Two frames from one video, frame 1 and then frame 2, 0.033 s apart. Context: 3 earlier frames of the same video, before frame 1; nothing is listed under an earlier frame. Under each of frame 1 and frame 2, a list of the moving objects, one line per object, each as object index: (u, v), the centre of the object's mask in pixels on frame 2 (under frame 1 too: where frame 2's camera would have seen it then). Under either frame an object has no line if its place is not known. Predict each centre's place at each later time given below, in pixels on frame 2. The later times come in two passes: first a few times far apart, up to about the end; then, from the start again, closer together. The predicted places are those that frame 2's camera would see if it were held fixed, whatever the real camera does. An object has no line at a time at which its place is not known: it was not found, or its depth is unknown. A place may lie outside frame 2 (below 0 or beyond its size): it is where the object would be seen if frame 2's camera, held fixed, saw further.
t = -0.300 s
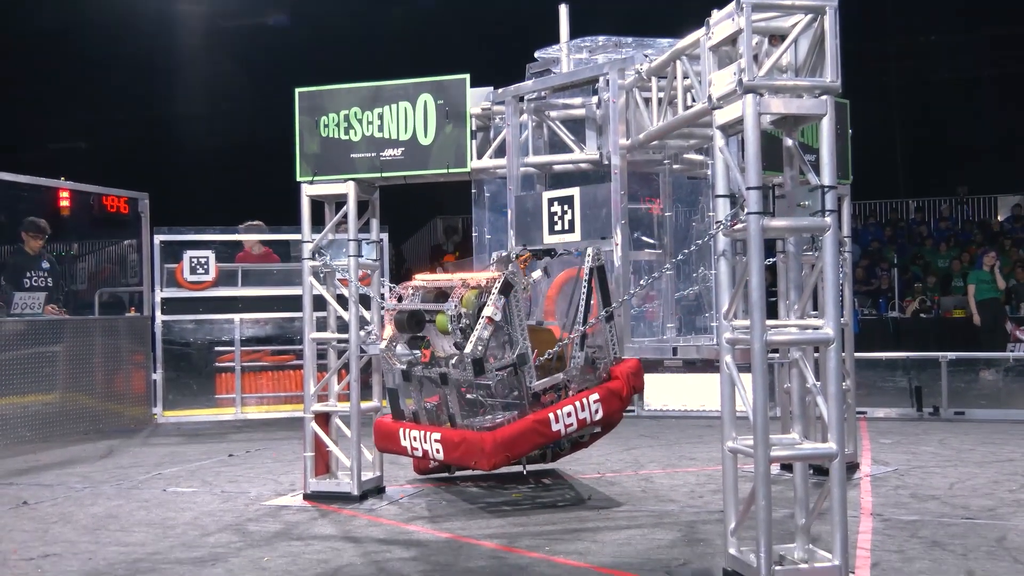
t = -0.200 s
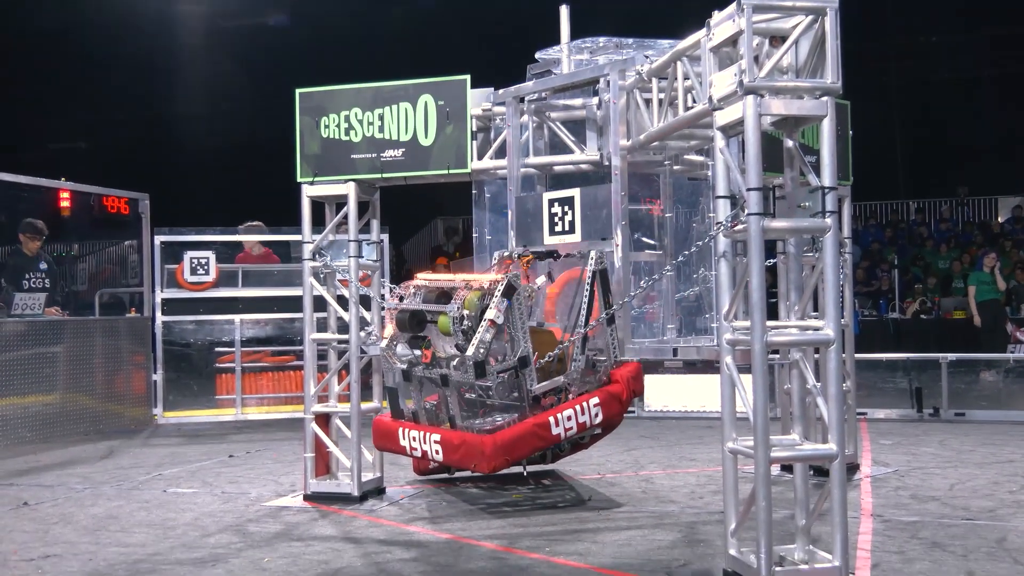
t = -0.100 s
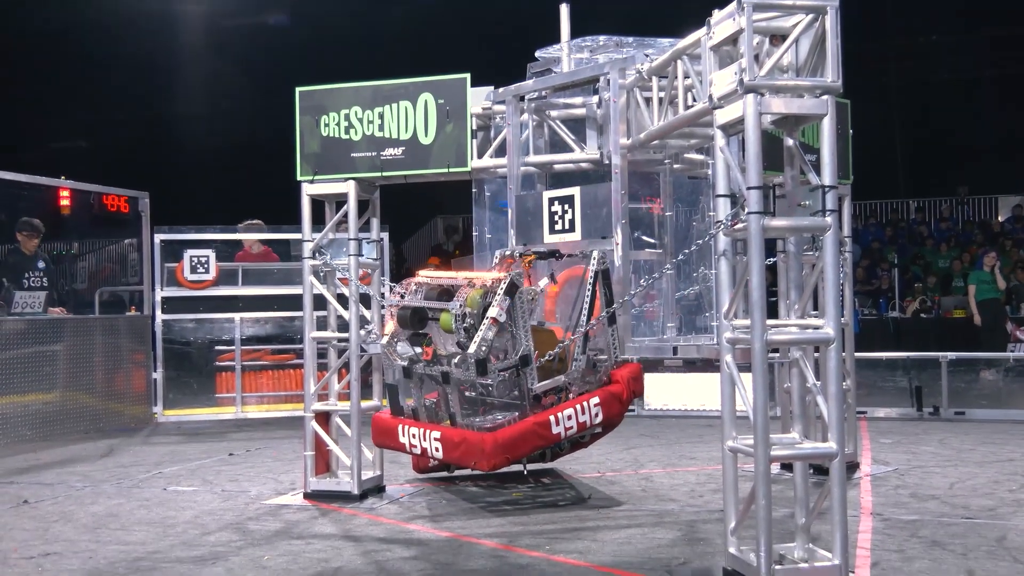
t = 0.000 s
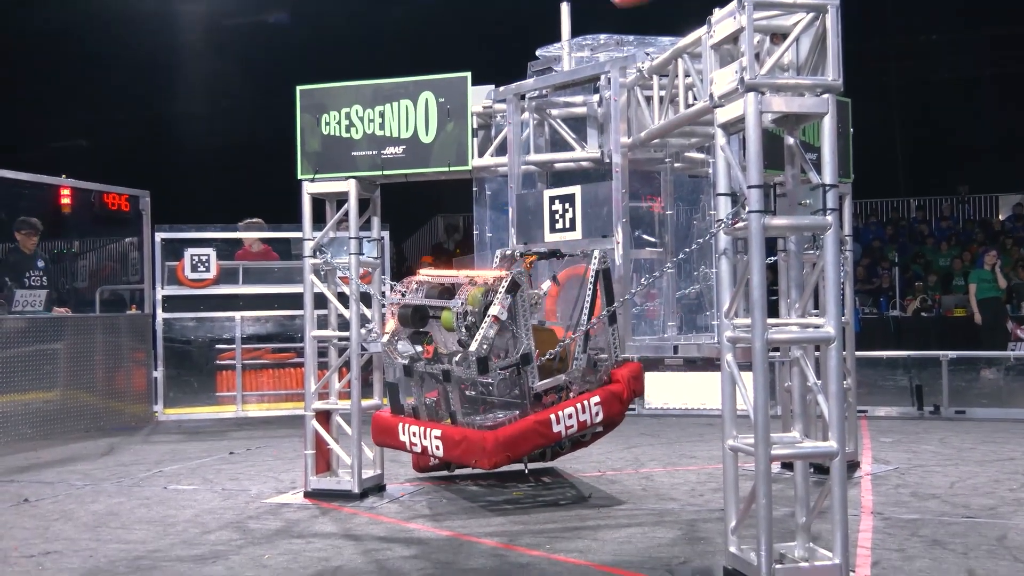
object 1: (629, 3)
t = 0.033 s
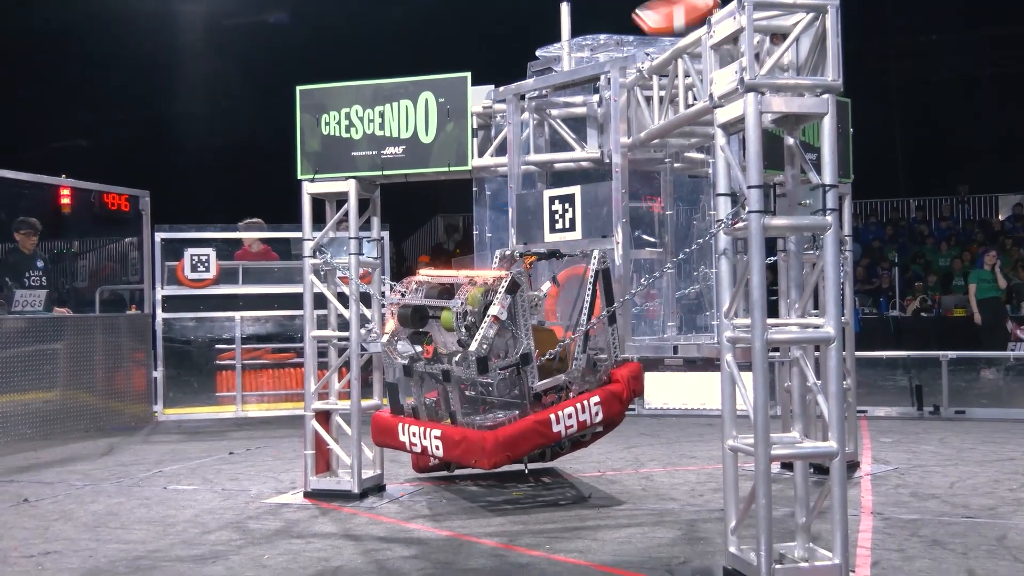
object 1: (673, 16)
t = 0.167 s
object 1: (709, 7)
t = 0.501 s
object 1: (855, 135)
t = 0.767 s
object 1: (955, 357)
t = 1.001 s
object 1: (950, 448)
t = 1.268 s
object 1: (893, 443)
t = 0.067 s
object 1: (702, 17)
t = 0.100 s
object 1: (693, 13)
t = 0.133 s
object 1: (695, 13)
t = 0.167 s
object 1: (709, 7)
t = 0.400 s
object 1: (847, 82)
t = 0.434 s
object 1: (852, 104)
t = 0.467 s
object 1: (858, 121)
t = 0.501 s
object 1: (855, 135)
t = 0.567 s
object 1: (879, 180)
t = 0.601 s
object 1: (892, 206)
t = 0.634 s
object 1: (904, 233)
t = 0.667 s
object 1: (917, 261)
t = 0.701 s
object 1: (931, 290)
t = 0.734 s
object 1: (943, 326)
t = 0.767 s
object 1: (955, 357)
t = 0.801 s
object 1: (966, 390)
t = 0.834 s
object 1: (979, 428)
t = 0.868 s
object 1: (986, 457)
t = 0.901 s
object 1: (983, 460)
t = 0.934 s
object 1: (971, 454)
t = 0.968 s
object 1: (961, 450)
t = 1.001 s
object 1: (950, 448)
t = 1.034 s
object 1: (941, 447)
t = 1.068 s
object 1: (935, 446)
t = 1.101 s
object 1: (926, 443)
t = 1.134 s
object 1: (919, 439)
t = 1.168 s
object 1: (912, 437)
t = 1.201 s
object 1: (905, 438)
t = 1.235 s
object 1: (899, 440)
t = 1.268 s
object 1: (893, 443)
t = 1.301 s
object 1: (889, 443)
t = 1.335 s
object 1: (884, 440)
